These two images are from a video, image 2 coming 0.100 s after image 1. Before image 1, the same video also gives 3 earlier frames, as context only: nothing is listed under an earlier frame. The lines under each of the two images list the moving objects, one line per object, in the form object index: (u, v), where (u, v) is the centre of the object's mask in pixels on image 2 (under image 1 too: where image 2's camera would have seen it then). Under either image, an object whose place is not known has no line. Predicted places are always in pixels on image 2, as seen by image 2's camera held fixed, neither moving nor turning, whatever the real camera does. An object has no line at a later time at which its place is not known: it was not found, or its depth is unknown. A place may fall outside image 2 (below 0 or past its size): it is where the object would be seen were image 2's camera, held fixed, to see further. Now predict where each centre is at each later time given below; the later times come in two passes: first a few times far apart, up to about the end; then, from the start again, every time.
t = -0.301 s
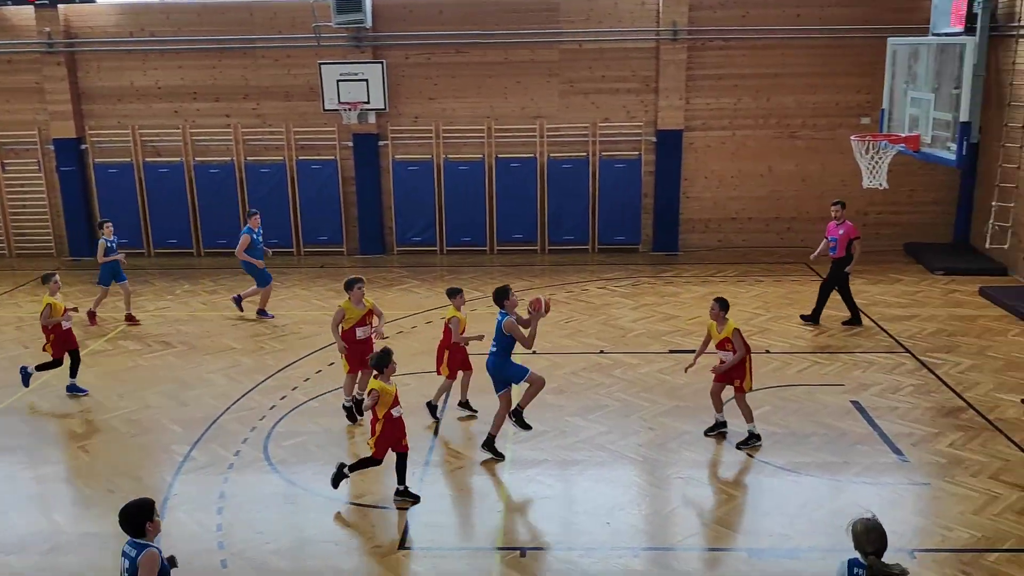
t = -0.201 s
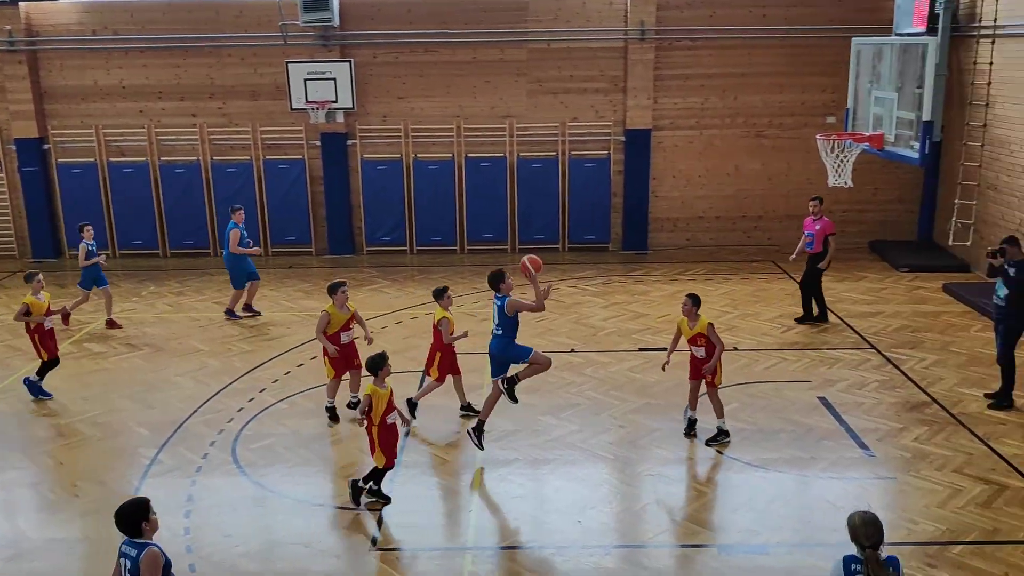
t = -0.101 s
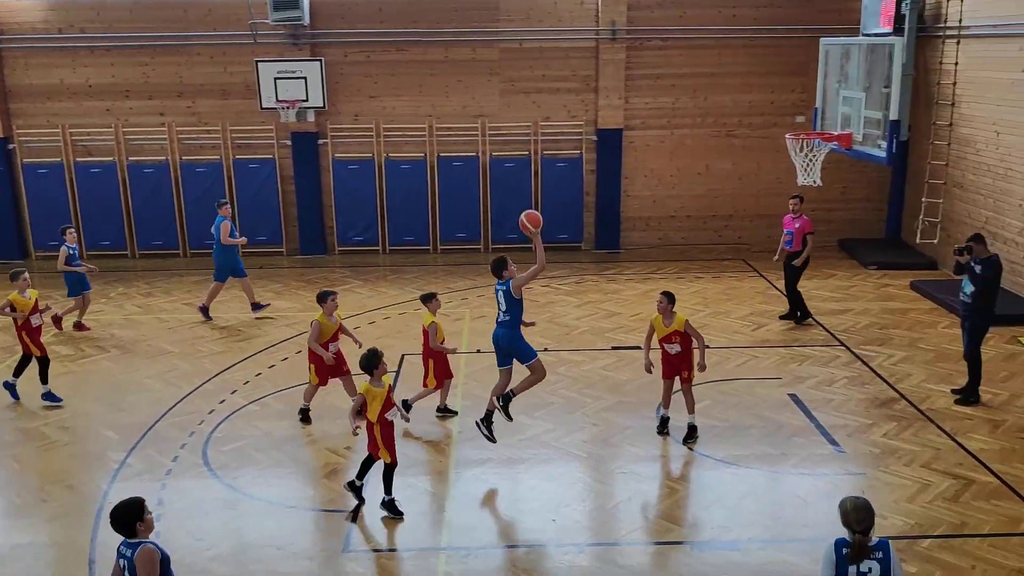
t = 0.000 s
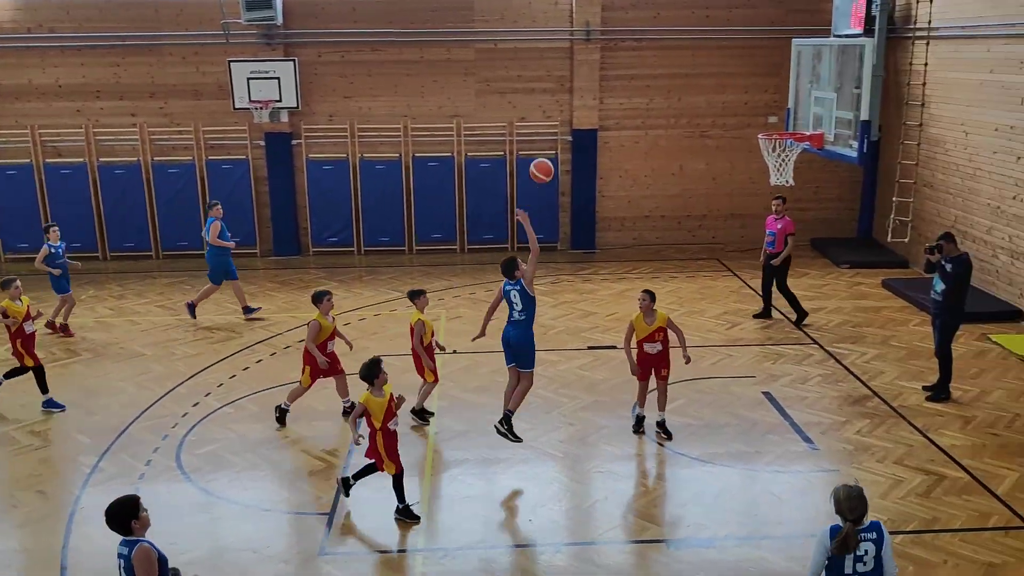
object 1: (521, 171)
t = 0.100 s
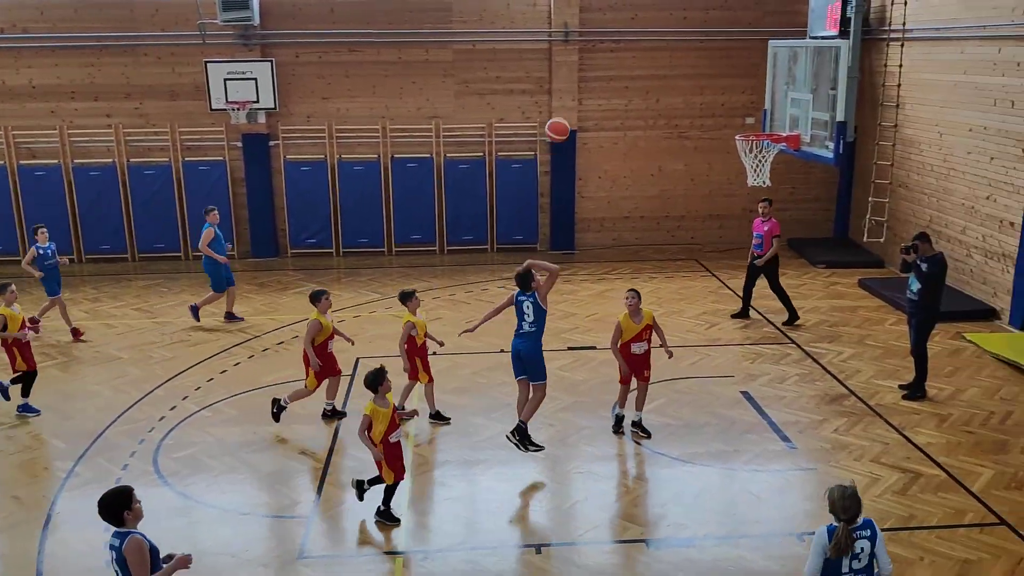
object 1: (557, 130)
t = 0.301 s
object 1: (629, 79)
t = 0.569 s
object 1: (719, 79)
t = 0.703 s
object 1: (760, 107)
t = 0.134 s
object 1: (569, 118)
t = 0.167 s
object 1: (581, 107)
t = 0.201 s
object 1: (593, 98)
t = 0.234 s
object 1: (605, 91)
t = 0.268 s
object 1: (617, 84)
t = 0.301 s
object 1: (629, 79)
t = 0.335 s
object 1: (640, 75)
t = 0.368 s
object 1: (652, 72)
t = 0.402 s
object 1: (663, 70)
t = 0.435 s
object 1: (675, 70)
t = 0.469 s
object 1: (686, 70)
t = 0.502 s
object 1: (697, 72)
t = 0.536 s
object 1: (708, 75)
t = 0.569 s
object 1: (719, 79)
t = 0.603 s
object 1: (729, 84)
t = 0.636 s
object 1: (739, 91)
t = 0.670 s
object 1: (750, 99)
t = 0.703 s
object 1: (760, 107)
